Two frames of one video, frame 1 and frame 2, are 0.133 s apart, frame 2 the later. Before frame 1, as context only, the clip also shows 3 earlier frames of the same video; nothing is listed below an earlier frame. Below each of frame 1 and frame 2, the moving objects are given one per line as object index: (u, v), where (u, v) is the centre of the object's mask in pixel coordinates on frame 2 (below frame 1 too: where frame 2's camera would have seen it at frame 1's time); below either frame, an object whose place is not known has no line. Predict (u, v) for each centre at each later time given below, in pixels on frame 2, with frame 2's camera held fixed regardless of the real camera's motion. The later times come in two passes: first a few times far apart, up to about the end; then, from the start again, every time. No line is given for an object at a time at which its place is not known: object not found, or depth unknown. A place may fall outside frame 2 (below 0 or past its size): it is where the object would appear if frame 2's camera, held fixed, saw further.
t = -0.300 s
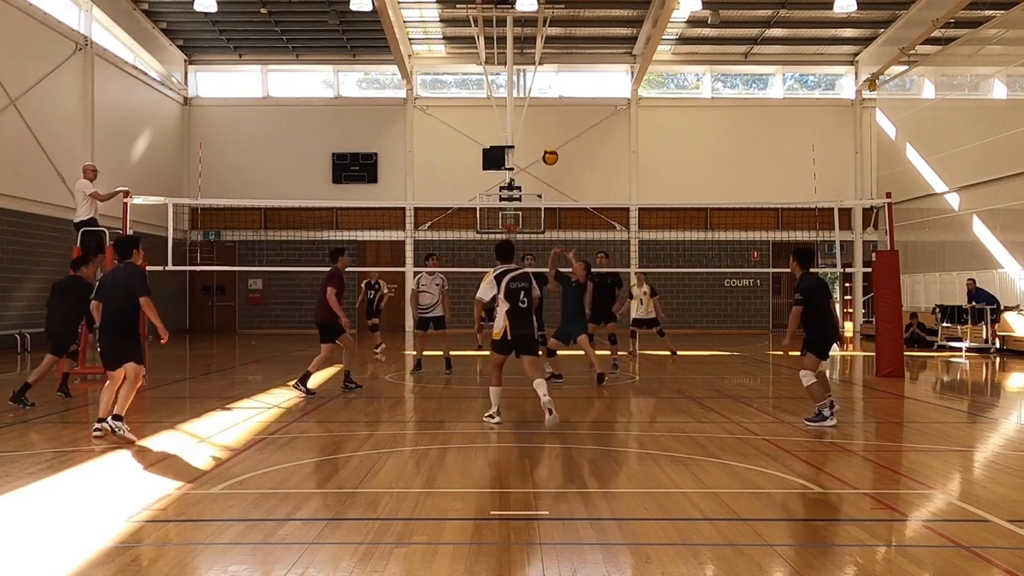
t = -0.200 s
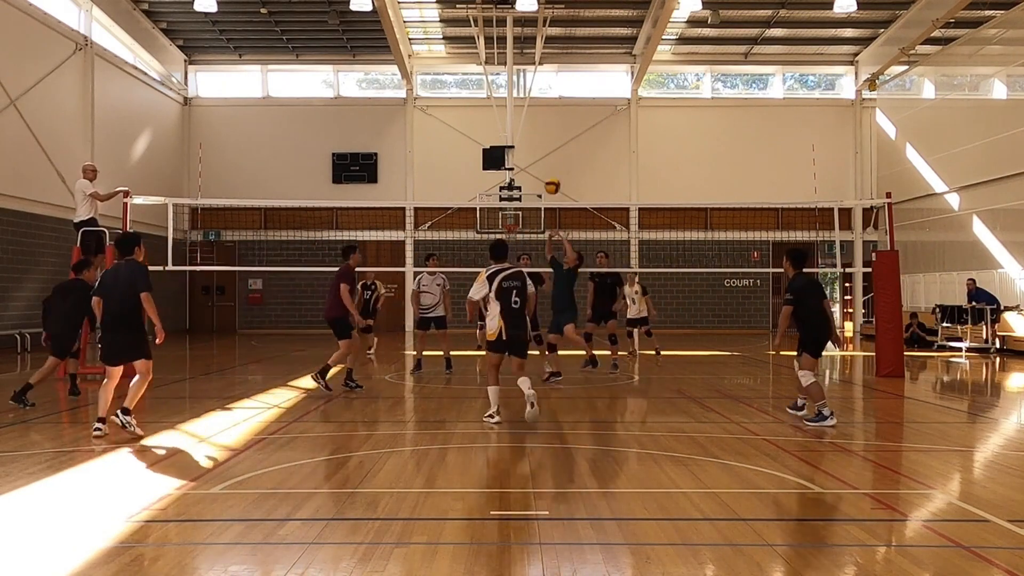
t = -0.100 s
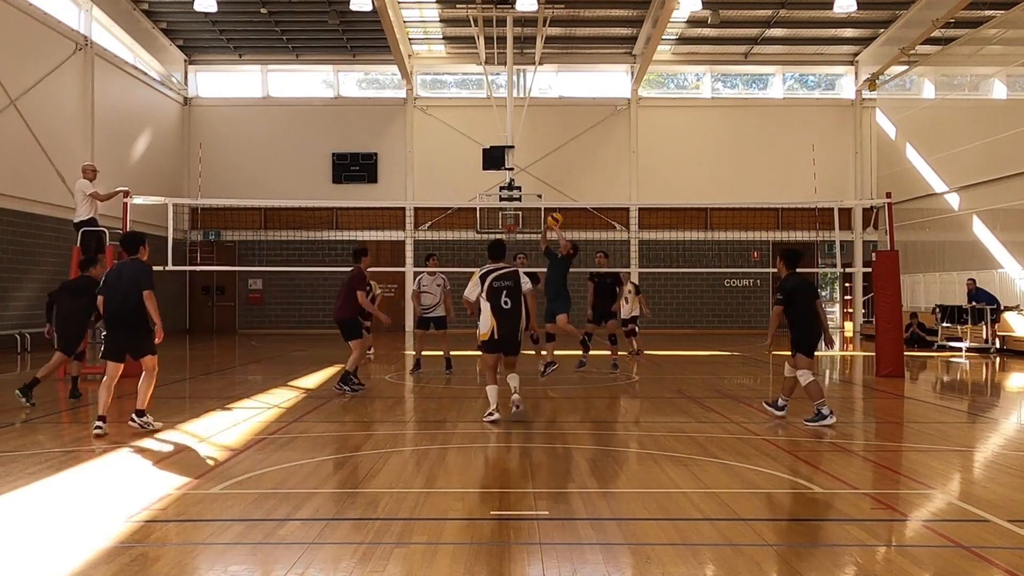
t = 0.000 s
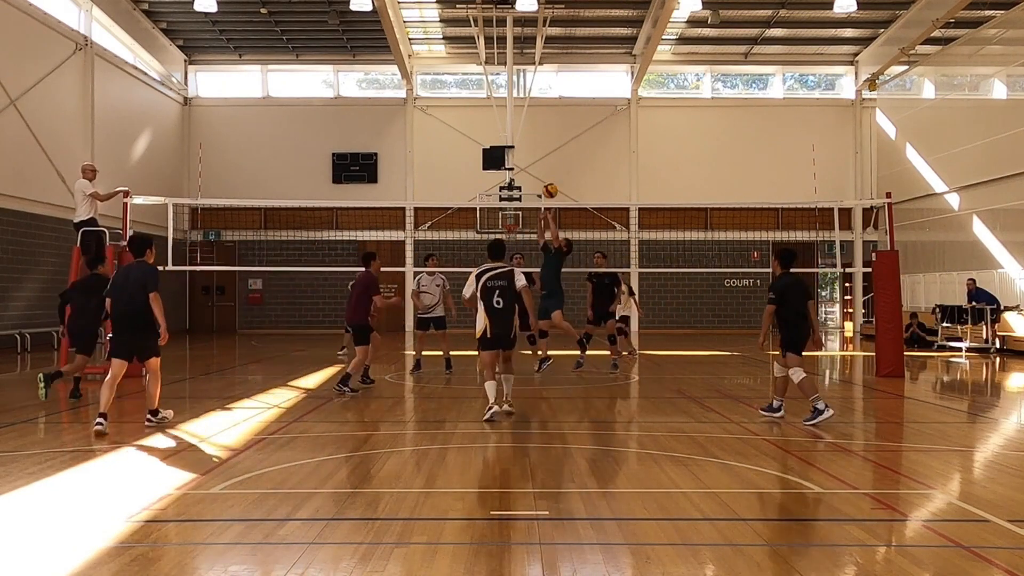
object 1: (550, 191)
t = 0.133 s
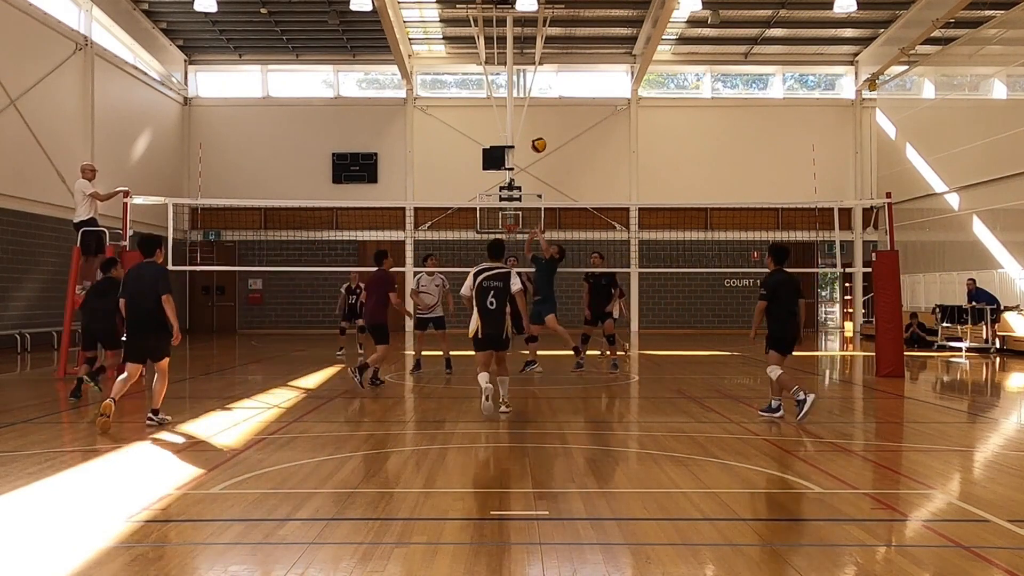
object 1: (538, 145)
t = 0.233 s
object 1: (530, 120)
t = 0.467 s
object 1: (510, 92)
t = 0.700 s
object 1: (490, 103)
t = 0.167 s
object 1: (536, 136)
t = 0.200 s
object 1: (533, 128)
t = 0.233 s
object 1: (530, 120)
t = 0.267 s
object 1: (527, 114)
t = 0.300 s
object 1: (524, 108)
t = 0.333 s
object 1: (521, 103)
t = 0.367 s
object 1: (518, 99)
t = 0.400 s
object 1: (515, 96)
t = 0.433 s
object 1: (512, 94)
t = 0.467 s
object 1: (510, 92)
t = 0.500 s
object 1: (507, 91)
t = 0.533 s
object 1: (504, 91)
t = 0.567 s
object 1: (501, 92)
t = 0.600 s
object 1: (498, 93)
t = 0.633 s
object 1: (495, 96)
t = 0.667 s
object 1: (492, 99)
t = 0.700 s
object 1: (490, 103)
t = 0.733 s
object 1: (487, 108)
